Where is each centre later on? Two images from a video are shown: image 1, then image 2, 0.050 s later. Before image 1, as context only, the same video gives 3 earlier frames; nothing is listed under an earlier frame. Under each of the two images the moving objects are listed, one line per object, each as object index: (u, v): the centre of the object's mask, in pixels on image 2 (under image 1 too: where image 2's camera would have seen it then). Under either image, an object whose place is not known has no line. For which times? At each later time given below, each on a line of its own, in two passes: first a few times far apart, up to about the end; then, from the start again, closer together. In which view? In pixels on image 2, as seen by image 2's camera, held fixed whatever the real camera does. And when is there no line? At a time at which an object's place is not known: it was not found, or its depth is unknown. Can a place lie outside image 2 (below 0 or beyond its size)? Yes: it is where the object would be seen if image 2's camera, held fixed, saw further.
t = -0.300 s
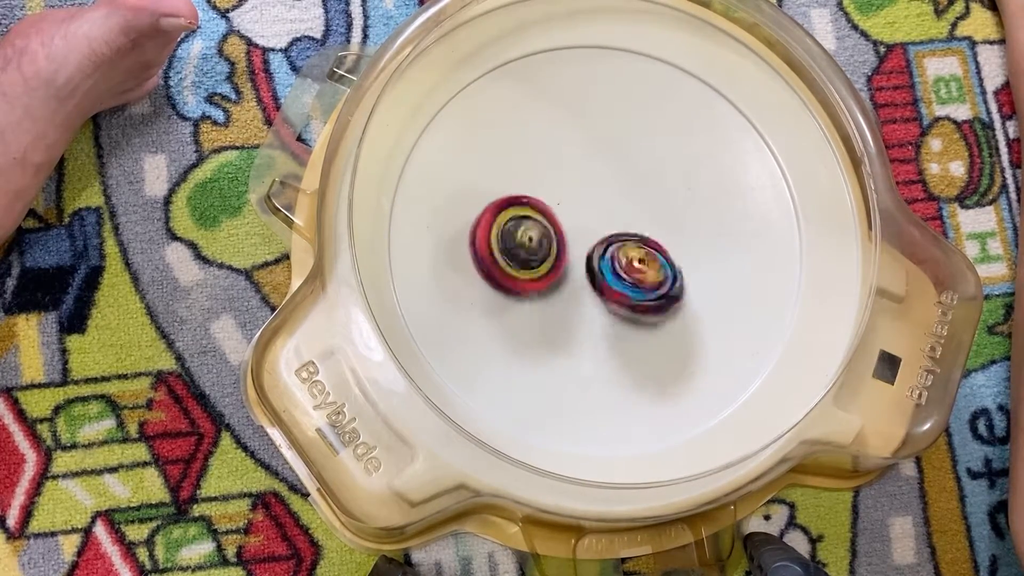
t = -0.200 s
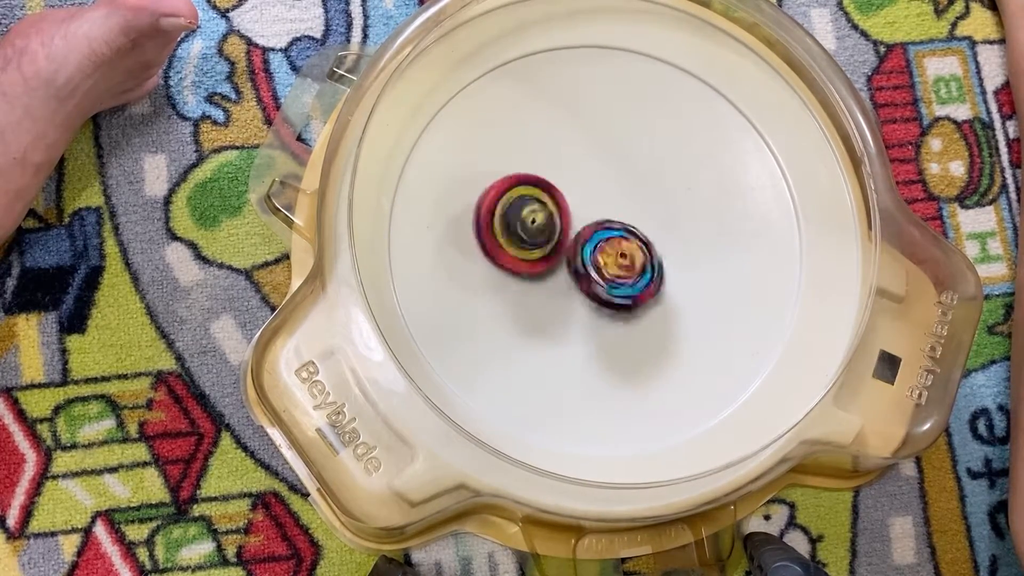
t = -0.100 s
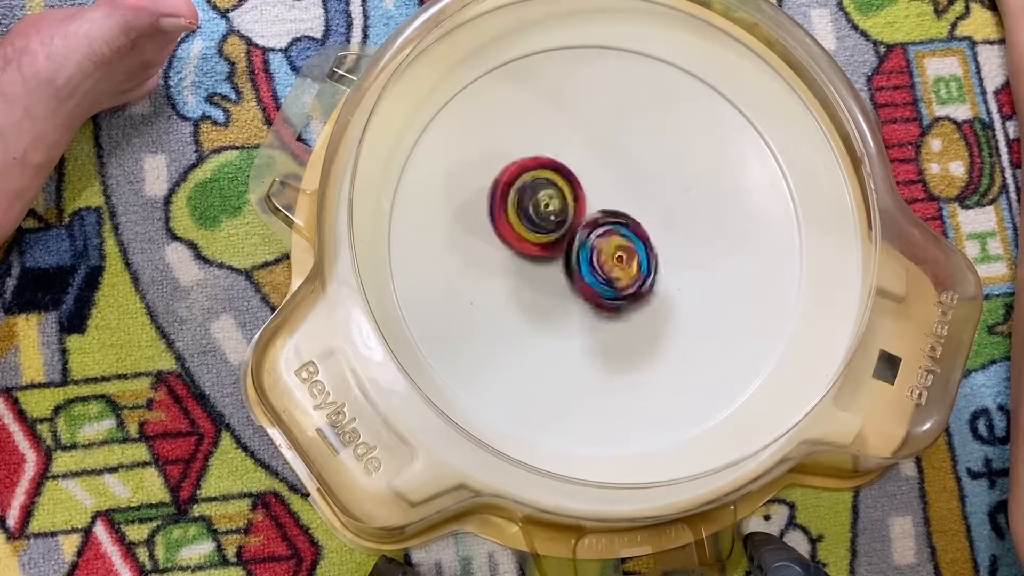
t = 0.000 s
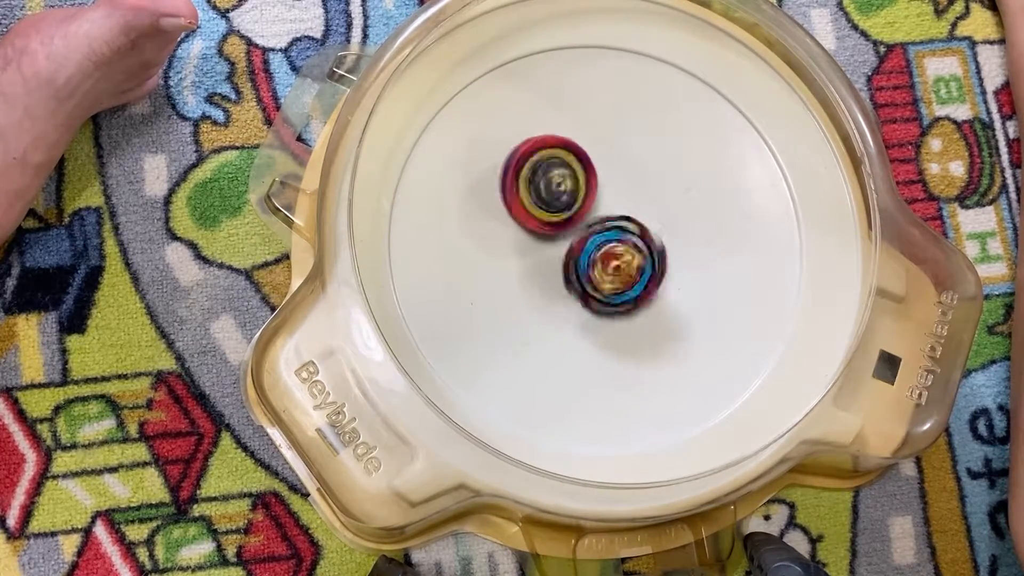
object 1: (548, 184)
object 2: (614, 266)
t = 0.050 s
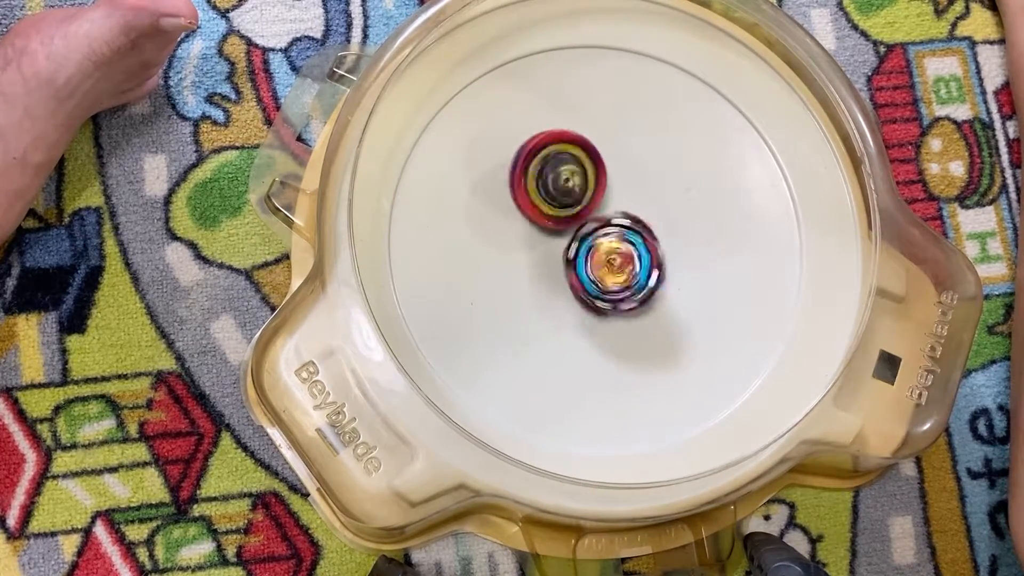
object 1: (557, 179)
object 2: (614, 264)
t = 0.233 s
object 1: (593, 164)
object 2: (625, 289)
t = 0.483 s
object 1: (641, 187)
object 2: (624, 293)
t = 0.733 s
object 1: (683, 221)
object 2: (575, 261)
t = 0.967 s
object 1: (656, 274)
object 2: (569, 222)
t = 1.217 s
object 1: (584, 315)
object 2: (609, 207)
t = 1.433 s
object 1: (532, 303)
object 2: (639, 192)
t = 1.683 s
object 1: (525, 261)
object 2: (627, 198)
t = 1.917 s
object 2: (633, 191)
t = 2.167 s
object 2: (642, 192)
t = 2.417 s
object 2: (643, 194)
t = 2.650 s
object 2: (642, 195)
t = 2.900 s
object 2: (642, 195)
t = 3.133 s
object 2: (642, 195)
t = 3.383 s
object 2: (642, 195)
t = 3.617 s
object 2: (644, 191)
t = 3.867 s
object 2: (643, 195)
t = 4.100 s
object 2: (643, 195)
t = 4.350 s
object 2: (643, 195)
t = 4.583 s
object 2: (644, 193)
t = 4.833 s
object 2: (646, 193)
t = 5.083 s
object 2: (637, 184)
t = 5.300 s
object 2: (649, 192)
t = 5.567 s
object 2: (646, 193)
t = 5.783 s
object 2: (643, 187)
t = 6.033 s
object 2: (665, 194)
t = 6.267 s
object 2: (624, 183)
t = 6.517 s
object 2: (631, 185)
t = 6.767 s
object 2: (644, 195)
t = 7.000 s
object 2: (628, 188)
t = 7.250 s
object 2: (626, 184)
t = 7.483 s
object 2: (641, 193)
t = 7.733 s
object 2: (630, 189)
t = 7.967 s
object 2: (632, 188)
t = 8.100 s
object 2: (630, 187)
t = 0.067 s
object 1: (560, 177)
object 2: (615, 262)
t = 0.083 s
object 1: (564, 176)
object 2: (617, 260)
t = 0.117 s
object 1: (569, 170)
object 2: (623, 265)
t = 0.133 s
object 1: (573, 167)
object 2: (626, 271)
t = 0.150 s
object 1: (576, 166)
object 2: (628, 276)
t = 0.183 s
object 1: (583, 164)
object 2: (626, 284)
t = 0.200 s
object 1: (586, 164)
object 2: (625, 287)
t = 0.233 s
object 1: (593, 164)
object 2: (625, 289)
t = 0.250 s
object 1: (597, 165)
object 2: (627, 289)
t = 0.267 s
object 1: (600, 165)
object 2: (629, 291)
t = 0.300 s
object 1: (607, 167)
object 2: (631, 295)
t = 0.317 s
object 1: (610, 168)
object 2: (632, 296)
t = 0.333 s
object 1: (614, 169)
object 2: (631, 298)
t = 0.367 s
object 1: (620, 172)
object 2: (629, 301)
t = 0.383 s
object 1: (624, 173)
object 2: (628, 301)
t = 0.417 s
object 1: (630, 177)
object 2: (625, 300)
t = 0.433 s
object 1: (633, 180)
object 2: (624, 299)
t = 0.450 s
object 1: (636, 182)
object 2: (624, 297)
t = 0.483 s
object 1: (641, 187)
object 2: (624, 293)
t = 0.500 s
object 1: (643, 190)
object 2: (625, 291)
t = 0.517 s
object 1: (645, 192)
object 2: (625, 291)
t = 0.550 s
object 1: (654, 193)
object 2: (618, 291)
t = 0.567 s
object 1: (661, 194)
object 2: (613, 291)
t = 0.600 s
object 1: (672, 198)
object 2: (602, 289)
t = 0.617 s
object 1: (675, 200)
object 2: (598, 287)
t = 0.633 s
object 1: (679, 202)
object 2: (594, 283)
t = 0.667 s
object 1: (682, 210)
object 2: (587, 275)
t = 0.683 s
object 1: (683, 212)
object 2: (585, 271)
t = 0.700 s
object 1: (683, 215)
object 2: (582, 267)
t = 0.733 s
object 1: (683, 221)
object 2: (575, 261)
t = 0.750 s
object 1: (682, 224)
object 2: (573, 259)
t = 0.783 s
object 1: (681, 230)
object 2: (569, 255)
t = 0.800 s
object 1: (681, 233)
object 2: (568, 252)
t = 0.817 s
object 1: (680, 236)
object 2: (568, 249)
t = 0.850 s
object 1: (678, 243)
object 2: (566, 243)
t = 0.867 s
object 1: (675, 248)
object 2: (566, 239)
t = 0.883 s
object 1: (672, 252)
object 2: (565, 236)
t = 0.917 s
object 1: (667, 260)
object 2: (566, 229)
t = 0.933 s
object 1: (663, 266)
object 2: (566, 226)
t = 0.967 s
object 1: (656, 274)
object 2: (569, 222)
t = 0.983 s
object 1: (652, 279)
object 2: (571, 221)
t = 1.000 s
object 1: (647, 283)
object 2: (572, 220)
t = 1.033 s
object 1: (638, 291)
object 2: (575, 216)
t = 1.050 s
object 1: (633, 294)
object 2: (577, 215)
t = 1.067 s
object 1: (630, 297)
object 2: (580, 213)
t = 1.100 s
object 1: (620, 303)
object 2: (586, 211)
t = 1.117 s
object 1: (615, 304)
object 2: (590, 210)
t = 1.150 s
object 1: (605, 310)
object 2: (596, 208)
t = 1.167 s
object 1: (599, 311)
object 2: (600, 207)
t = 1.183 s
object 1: (595, 312)
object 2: (603, 207)
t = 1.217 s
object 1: (584, 315)
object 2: (609, 207)
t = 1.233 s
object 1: (579, 314)
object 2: (612, 206)
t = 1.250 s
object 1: (575, 315)
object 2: (616, 205)
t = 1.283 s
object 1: (563, 315)
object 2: (622, 201)
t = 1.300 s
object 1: (559, 314)
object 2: (625, 200)
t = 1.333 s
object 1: (550, 313)
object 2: (631, 198)
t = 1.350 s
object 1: (545, 312)
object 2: (633, 197)
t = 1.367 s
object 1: (542, 310)
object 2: (635, 196)
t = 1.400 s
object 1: (536, 307)
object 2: (638, 194)
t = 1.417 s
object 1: (534, 305)
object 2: (639, 193)
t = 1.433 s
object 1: (532, 303)
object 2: (639, 192)
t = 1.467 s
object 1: (527, 298)
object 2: (640, 191)
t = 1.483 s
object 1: (526, 296)
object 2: (641, 191)
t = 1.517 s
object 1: (524, 292)
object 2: (640, 191)
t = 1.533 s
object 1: (523, 289)
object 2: (640, 191)
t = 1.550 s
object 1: (522, 286)
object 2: (639, 192)
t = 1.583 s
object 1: (522, 282)
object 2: (637, 194)
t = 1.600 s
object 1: (522, 279)
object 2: (636, 195)
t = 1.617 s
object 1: (522, 276)
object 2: (635, 195)
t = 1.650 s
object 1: (523, 267)
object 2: (631, 197)
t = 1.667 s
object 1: (524, 265)
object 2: (629, 197)
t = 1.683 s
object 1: (525, 261)
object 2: (627, 198)
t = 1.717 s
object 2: (622, 199)
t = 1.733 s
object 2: (619, 199)
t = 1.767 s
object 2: (619, 195)
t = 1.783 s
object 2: (622, 194)
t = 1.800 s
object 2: (626, 191)
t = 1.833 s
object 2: (630, 190)
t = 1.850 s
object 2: (631, 190)
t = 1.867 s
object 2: (632, 190)
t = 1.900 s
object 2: (632, 191)
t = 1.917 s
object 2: (633, 191)
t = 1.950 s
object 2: (634, 191)
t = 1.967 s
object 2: (634, 192)
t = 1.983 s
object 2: (634, 192)
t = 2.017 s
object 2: (635, 192)
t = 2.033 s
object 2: (635, 192)
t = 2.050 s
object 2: (636, 192)
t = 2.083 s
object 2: (638, 192)
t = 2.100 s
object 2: (639, 192)
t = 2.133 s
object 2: (641, 192)
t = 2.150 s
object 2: (641, 192)
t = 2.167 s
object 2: (642, 192)
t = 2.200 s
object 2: (643, 192)
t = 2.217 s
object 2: (643, 191)
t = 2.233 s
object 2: (643, 191)
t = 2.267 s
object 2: (645, 192)
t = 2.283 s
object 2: (647, 193)
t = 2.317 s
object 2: (648, 194)
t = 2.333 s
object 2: (648, 194)
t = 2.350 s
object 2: (647, 194)
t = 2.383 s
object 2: (645, 194)
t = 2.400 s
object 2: (644, 194)
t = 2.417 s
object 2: (643, 194)
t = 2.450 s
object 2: (642, 195)
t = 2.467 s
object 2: (642, 195)
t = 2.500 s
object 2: (642, 195)
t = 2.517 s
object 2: (642, 195)
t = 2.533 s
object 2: (642, 195)
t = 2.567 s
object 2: (642, 195)
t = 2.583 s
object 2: (643, 195)
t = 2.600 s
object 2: (642, 195)
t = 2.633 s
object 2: (642, 195)
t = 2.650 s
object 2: (642, 195)
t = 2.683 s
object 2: (642, 195)
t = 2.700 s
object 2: (642, 195)
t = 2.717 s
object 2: (642, 195)
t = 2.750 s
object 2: (642, 195)
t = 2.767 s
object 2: (642, 195)
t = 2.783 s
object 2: (642, 195)
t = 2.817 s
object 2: (642, 195)
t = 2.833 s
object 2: (642, 195)
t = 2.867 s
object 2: (642, 195)
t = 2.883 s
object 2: (642, 195)
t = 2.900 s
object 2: (642, 195)
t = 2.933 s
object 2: (642, 195)
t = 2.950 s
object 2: (642, 195)
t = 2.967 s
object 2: (642, 195)
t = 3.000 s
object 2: (642, 195)
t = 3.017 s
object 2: (642, 195)
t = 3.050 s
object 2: (642, 195)
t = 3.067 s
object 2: (642, 195)
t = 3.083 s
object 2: (642, 195)
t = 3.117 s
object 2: (642, 195)
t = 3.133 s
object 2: (642, 195)
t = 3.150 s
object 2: (642, 195)
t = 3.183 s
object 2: (642, 195)
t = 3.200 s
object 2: (642, 195)
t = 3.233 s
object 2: (642, 195)
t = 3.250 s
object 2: (642, 195)
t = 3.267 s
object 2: (642, 195)
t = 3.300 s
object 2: (642, 195)
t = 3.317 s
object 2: (642, 195)
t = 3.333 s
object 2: (642, 195)
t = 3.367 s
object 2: (642, 195)
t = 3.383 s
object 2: (642, 195)
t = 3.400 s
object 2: (643, 195)
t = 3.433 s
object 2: (643, 194)
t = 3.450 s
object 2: (643, 194)
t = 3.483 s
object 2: (644, 193)
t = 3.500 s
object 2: (644, 193)
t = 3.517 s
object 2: (644, 193)
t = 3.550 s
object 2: (644, 192)
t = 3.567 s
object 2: (644, 192)
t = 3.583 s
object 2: (644, 191)
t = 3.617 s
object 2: (644, 191)
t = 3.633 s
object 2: (643, 192)
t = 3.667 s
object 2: (643, 192)
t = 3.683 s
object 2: (643, 192)
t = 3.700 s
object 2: (643, 193)
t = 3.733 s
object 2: (643, 193)
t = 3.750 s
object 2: (643, 194)
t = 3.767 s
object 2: (643, 194)
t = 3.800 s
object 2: (643, 194)
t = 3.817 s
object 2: (643, 195)
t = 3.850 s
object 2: (643, 195)
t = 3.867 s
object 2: (643, 195)
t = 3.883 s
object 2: (643, 195)
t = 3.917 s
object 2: (643, 195)
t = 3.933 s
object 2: (643, 195)
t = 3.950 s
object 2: (643, 195)
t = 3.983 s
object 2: (643, 195)
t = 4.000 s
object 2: (643, 195)
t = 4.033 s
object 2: (643, 195)
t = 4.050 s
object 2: (643, 195)
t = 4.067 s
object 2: (643, 195)
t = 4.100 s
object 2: (643, 195)
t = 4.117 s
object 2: (643, 195)
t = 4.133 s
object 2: (643, 195)
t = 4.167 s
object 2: (643, 195)
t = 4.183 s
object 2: (643, 195)
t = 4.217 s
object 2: (643, 195)
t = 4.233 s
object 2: (643, 195)
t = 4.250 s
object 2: (643, 195)
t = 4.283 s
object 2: (643, 195)
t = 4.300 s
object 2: (643, 195)
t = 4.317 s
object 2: (643, 195)
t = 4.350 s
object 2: (643, 195)
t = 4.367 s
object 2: (643, 195)
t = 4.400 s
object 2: (643, 195)
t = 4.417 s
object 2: (643, 195)
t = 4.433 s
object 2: (643, 195)
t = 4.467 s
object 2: (643, 195)
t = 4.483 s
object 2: (643, 195)
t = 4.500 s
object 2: (643, 195)
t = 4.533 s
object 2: (644, 194)
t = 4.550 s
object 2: (644, 194)
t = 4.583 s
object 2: (644, 193)
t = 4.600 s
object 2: (645, 192)
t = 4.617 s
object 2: (646, 192)
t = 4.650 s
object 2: (649, 192)
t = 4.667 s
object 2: (652, 192)
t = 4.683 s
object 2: (654, 192)
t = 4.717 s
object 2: (656, 193)
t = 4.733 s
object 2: (656, 193)
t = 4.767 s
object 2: (653, 193)
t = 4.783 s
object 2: (652, 194)
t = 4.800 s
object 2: (650, 193)
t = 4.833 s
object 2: (646, 193)
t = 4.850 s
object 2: (645, 192)
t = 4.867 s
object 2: (643, 191)
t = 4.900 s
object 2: (641, 190)
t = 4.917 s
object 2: (640, 188)
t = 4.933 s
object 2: (639, 188)
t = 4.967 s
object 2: (638, 186)
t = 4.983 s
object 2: (637, 185)
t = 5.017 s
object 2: (637, 184)
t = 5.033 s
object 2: (636, 184)
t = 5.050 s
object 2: (637, 184)
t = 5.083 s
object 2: (637, 184)
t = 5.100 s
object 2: (637, 184)
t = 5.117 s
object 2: (638, 184)
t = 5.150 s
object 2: (639, 185)
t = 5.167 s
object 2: (640, 186)
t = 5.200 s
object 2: (642, 187)
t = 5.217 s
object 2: (643, 188)
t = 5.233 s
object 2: (645, 189)
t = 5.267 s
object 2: (648, 190)
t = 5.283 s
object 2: (648, 191)
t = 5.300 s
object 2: (649, 192)
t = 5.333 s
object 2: (651, 194)
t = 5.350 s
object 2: (651, 194)
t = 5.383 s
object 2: (652, 195)
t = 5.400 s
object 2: (652, 195)
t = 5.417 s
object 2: (651, 195)
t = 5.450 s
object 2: (651, 195)
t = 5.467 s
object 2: (650, 195)
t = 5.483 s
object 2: (650, 195)
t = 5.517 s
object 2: (648, 194)
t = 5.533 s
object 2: (648, 194)
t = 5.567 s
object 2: (646, 193)
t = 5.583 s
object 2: (646, 192)
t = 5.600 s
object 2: (645, 192)
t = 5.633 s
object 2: (644, 191)
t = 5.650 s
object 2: (644, 191)
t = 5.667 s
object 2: (644, 190)
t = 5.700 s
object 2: (643, 189)
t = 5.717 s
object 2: (643, 189)
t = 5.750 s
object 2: (643, 188)
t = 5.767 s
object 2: (643, 187)
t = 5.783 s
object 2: (643, 187)
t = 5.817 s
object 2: (645, 188)
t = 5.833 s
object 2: (649, 189)
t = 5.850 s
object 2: (652, 191)
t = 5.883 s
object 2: (658, 194)
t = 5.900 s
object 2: (661, 192)
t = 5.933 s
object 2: (667, 192)
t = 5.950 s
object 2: (668, 191)
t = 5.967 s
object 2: (668, 191)
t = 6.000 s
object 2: (668, 192)
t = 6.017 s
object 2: (667, 193)
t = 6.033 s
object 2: (665, 194)
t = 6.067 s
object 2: (661, 196)
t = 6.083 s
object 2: (658, 197)
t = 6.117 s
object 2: (652, 197)
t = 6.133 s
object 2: (649, 196)
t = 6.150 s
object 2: (645, 196)
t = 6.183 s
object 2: (638, 193)
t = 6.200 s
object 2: (635, 191)
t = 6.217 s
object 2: (632, 189)
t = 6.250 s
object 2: (626, 185)
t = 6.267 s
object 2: (624, 183)
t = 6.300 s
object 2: (622, 180)
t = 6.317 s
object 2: (621, 178)
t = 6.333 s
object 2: (621, 176)
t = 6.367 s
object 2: (622, 174)
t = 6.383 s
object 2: (622, 174)
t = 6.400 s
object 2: (622, 173)
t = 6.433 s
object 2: (624, 175)
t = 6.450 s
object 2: (625, 176)
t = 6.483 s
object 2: (627, 181)
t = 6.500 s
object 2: (629, 183)
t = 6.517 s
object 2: (631, 185)
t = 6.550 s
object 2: (635, 187)
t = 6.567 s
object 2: (638, 188)
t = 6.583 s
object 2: (640, 189)
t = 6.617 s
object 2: (641, 191)
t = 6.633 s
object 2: (642, 192)
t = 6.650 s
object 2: (643, 193)
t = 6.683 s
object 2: (644, 194)
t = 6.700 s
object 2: (644, 194)
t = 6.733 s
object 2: (645, 194)
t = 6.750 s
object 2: (644, 194)
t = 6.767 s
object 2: (644, 195)
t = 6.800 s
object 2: (643, 194)
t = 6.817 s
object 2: (642, 194)
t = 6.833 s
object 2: (642, 194)
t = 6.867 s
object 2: (639, 193)
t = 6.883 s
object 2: (638, 193)
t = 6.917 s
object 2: (634, 192)
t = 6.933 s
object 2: (633, 191)
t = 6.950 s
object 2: (632, 190)
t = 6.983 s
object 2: (629, 189)
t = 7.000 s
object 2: (628, 188)
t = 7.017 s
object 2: (627, 187)
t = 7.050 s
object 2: (625, 186)
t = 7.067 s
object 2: (625, 185)
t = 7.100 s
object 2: (624, 184)
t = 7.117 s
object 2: (624, 183)
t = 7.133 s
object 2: (624, 183)
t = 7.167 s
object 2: (624, 182)
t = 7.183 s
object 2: (624, 182)
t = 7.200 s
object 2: (625, 183)
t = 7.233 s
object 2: (626, 183)
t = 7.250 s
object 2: (626, 184)
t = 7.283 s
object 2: (628, 184)
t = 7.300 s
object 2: (629, 185)
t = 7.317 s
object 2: (630, 186)
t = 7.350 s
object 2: (632, 188)
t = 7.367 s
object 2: (633, 189)
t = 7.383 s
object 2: (635, 189)
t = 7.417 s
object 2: (637, 191)
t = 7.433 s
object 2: (639, 191)
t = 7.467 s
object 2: (640, 192)
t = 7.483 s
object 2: (641, 193)
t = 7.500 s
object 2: (641, 193)
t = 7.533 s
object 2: (642, 193)
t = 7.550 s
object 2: (641, 194)
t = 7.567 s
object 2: (641, 194)
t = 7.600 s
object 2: (639, 194)
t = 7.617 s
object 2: (638, 193)
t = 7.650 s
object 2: (636, 193)
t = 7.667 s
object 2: (634, 192)
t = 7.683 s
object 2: (633, 191)
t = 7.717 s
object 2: (631, 190)
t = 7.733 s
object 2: (630, 189)
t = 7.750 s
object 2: (630, 188)
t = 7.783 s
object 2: (628, 187)
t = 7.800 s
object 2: (629, 186)
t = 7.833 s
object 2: (630, 186)
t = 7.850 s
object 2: (631, 187)
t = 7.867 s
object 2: (631, 187)
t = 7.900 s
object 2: (632, 188)
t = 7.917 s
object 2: (632, 188)
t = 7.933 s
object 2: (632, 188)
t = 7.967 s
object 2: (632, 188)
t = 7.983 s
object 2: (632, 187)
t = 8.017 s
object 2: (632, 187)
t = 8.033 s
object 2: (631, 187)
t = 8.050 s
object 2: (631, 187)
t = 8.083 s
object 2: (631, 187)
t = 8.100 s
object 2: (630, 187)
